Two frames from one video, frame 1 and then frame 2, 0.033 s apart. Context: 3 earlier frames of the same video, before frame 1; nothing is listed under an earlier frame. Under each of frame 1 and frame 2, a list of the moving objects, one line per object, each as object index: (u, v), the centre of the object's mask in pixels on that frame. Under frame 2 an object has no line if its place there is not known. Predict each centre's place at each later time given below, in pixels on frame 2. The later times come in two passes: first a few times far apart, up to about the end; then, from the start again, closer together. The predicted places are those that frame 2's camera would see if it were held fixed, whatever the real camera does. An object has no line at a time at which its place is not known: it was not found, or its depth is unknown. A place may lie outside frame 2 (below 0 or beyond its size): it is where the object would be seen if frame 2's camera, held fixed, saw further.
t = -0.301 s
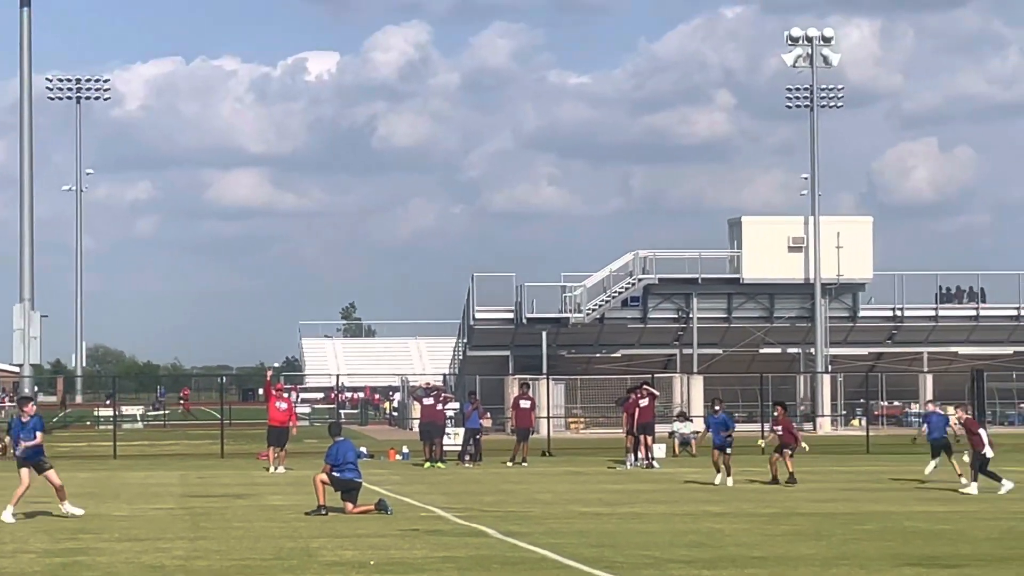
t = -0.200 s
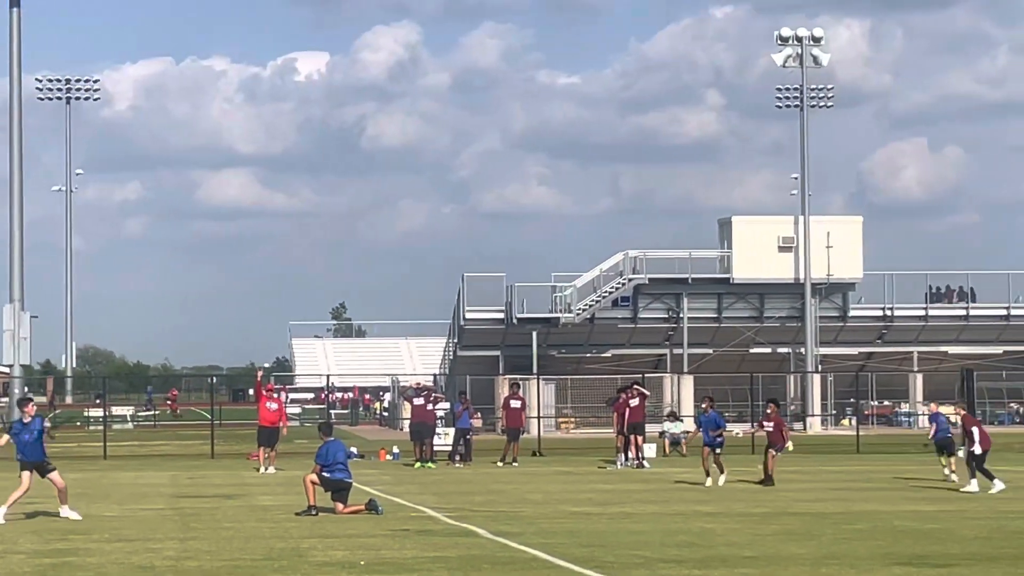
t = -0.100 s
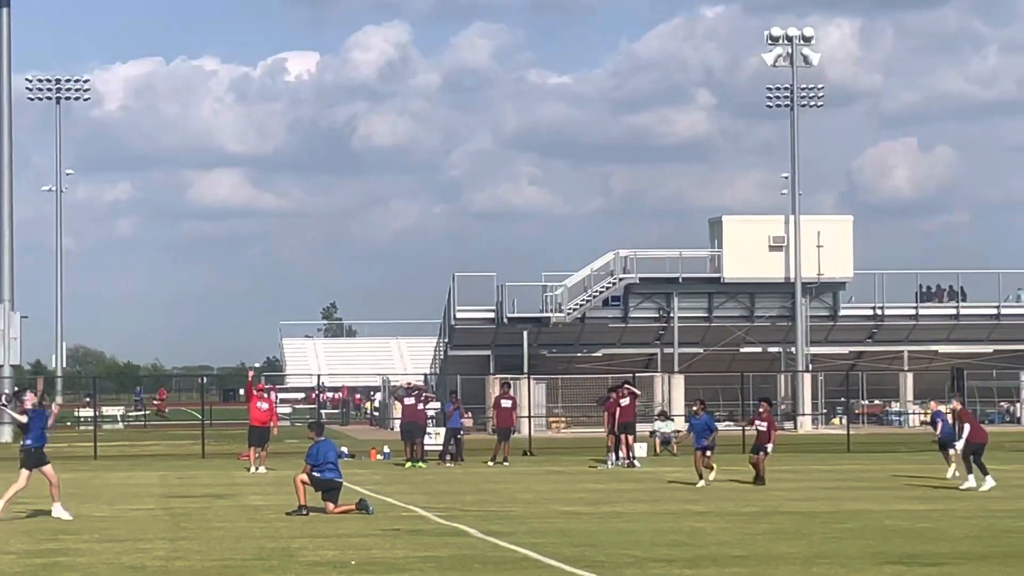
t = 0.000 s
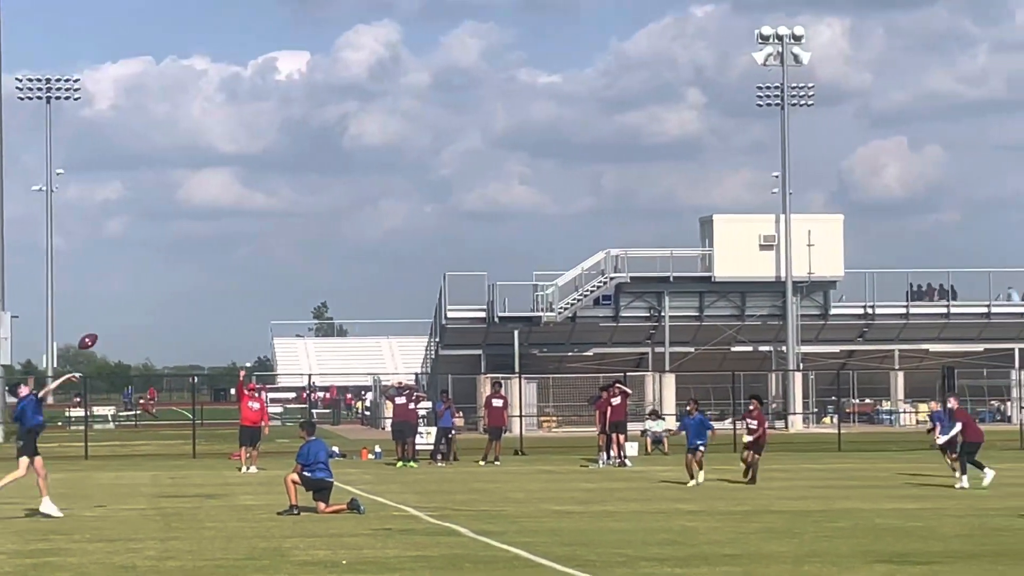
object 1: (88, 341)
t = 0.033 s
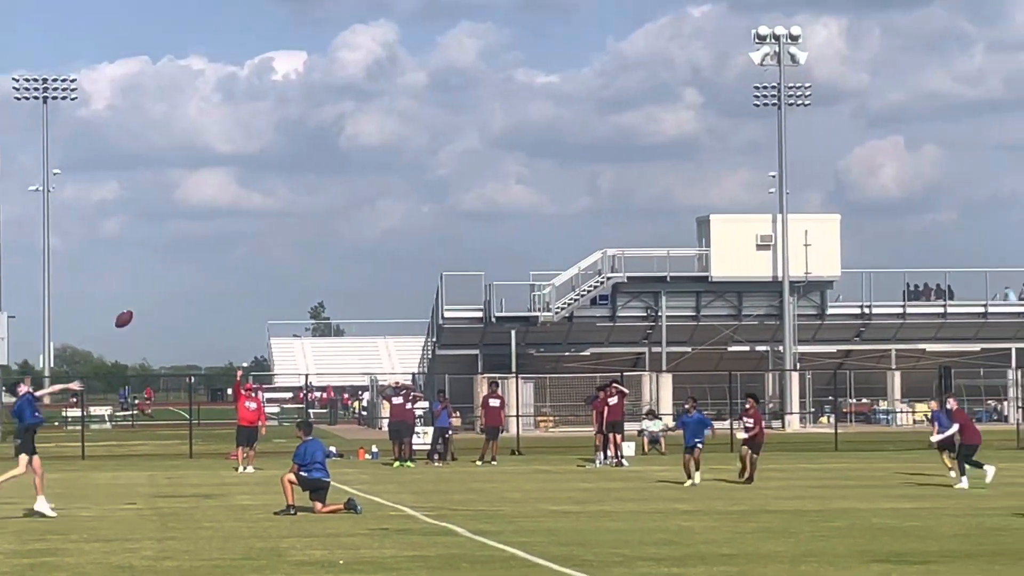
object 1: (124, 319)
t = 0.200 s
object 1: (305, 222)
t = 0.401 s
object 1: (505, 142)
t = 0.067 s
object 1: (161, 297)
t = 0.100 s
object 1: (199, 276)
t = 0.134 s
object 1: (235, 257)
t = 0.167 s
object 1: (271, 239)
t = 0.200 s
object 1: (305, 222)
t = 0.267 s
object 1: (374, 192)
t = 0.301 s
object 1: (408, 178)
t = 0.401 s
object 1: (505, 142)
